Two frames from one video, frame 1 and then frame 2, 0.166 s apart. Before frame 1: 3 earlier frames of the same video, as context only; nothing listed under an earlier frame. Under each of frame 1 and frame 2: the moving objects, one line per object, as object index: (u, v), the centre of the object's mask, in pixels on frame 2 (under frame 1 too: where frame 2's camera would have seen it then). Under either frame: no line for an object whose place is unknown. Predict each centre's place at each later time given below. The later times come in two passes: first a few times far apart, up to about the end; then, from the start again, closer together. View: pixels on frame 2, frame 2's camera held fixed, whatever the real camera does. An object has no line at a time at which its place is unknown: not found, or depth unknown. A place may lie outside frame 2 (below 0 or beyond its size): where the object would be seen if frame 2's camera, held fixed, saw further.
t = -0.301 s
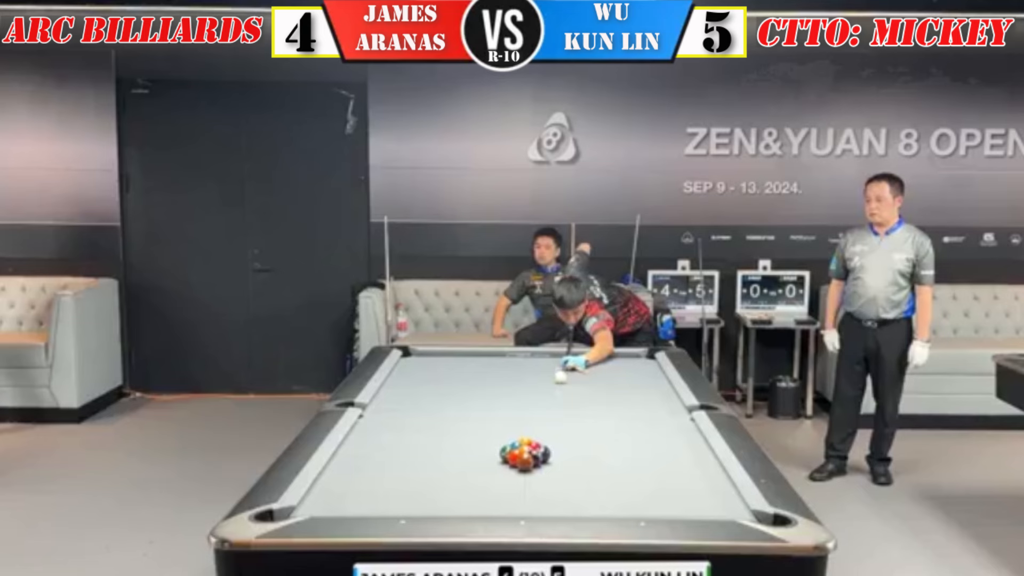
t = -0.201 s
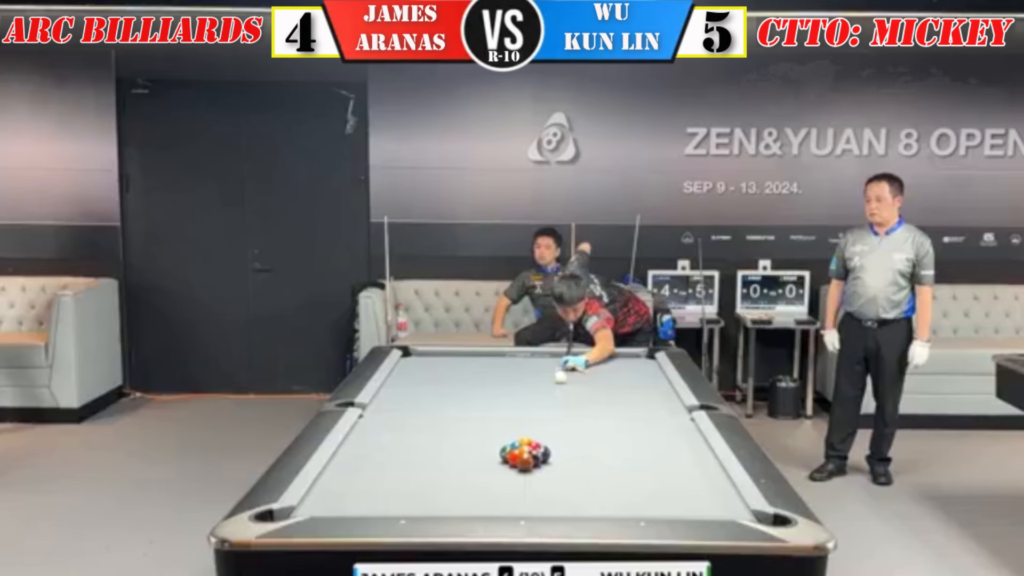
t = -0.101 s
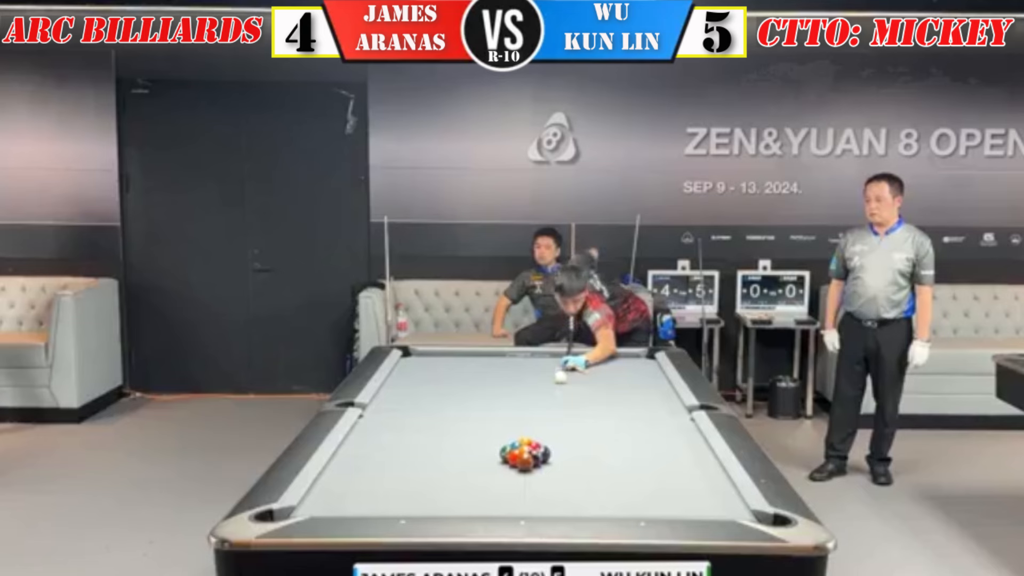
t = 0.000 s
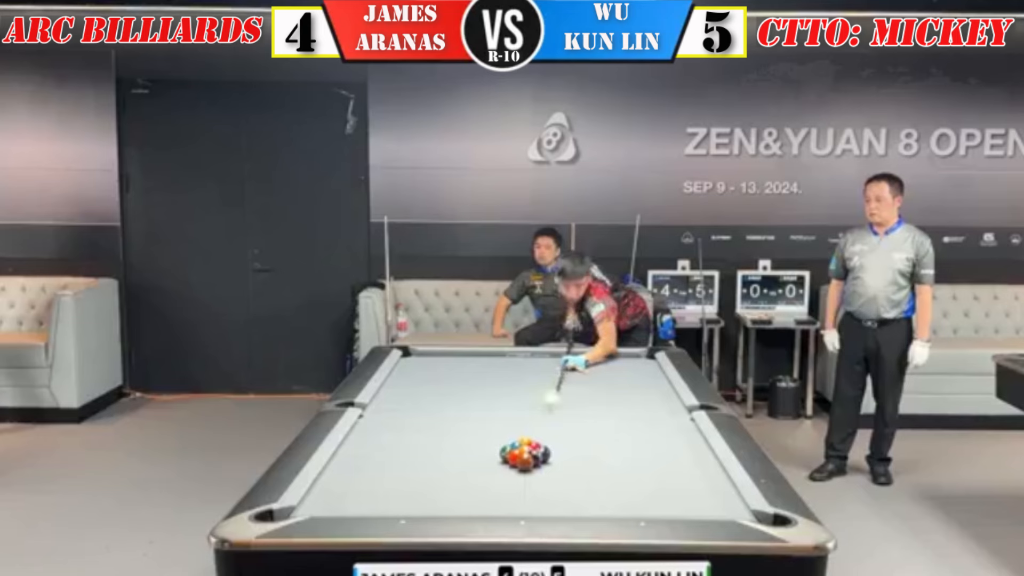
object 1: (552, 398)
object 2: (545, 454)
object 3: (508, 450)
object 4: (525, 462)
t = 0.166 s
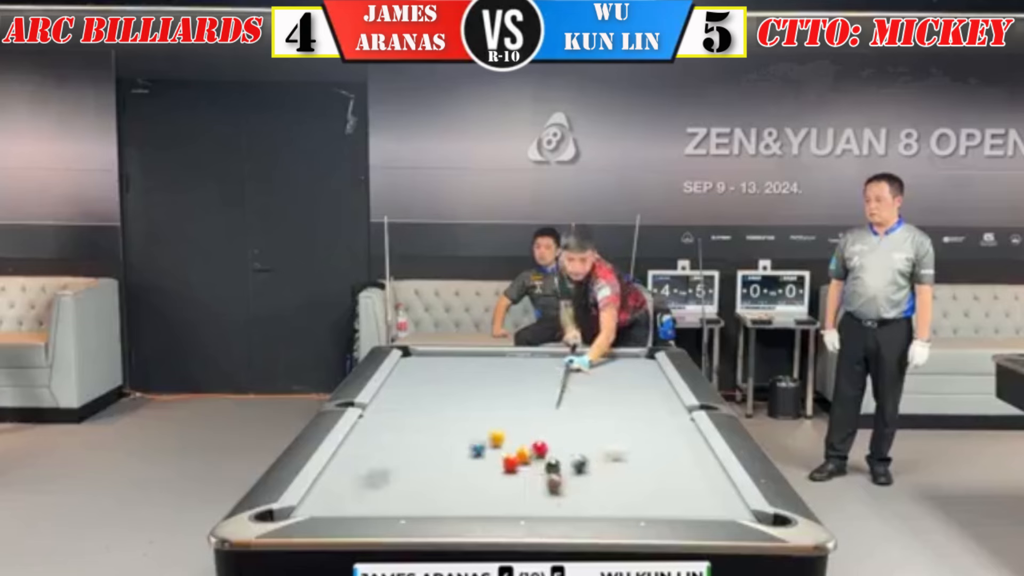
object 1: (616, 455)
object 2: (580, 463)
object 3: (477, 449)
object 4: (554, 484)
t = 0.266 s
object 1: (703, 460)
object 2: (617, 474)
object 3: (443, 445)
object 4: (587, 506)
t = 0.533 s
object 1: (575, 462)
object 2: (715, 501)
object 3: (365, 439)
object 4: (662, 499)
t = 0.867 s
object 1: (504, 444)
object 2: (688, 509)
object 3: (408, 429)
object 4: (697, 484)
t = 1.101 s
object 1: (470, 433)
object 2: (648, 504)
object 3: (448, 423)
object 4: (640, 473)
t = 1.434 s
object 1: (426, 420)
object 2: (594, 493)
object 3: (501, 415)
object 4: (568, 457)
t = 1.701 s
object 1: (396, 410)
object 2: (556, 486)
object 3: (538, 409)
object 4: (518, 446)
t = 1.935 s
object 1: (379, 403)
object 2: (525, 480)
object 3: (569, 405)
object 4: (479, 437)
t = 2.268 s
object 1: (402, 396)
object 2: (505, 471)
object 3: (609, 398)
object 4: (427, 426)
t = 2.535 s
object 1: (418, 392)
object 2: (492, 466)
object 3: (638, 393)
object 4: (390, 419)
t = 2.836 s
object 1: (435, 387)
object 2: (479, 460)
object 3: (667, 390)
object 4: (379, 411)
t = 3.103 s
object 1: (448, 383)
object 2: (469, 453)
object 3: (651, 386)
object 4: (397, 408)
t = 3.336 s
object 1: (459, 379)
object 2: (461, 452)
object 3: (639, 384)
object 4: (412, 405)
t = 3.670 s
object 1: (472, 376)
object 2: (452, 448)
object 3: (623, 381)
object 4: (431, 402)
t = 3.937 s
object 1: (481, 373)
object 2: (446, 446)
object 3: (611, 379)
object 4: (444, 399)
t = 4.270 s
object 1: (492, 370)
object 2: (440, 443)
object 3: (599, 377)
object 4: (460, 397)
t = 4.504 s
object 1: (498, 368)
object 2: (437, 442)
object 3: (592, 376)
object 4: (469, 395)
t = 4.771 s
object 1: (505, 366)
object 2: (434, 440)
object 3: (584, 375)
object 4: (478, 393)
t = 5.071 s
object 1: (512, 364)
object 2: (432, 439)
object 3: (577, 374)
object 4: (487, 392)
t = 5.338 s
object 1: (517, 362)
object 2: (431, 439)
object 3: (571, 373)
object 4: (494, 391)
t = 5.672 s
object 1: (523, 361)
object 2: (430, 439)
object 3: (566, 372)
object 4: (502, 390)
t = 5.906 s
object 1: (525, 360)
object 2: (430, 439)
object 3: (564, 372)
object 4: (505, 390)
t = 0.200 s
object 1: (646, 455)
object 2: (593, 468)
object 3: (465, 448)
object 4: (566, 493)
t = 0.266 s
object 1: (703, 460)
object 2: (617, 474)
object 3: (443, 445)
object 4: (587, 506)
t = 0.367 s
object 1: (662, 461)
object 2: (653, 485)
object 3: (413, 444)
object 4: (606, 504)
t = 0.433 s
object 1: (625, 462)
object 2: (676, 490)
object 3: (393, 442)
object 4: (618, 498)
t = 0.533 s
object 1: (575, 462)
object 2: (715, 501)
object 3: (365, 439)
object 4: (662, 499)
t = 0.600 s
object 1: (543, 459)
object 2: (738, 506)
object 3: (356, 438)
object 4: (689, 498)
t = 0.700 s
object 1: (530, 452)
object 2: (720, 511)
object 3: (376, 435)
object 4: (725, 497)
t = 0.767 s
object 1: (521, 448)
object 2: (708, 510)
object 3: (390, 433)
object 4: (729, 493)
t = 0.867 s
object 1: (504, 444)
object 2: (688, 509)
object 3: (408, 429)
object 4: (697, 484)
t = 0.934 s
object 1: (494, 441)
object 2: (677, 508)
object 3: (419, 428)
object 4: (679, 482)
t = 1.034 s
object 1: (479, 436)
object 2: (660, 505)
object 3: (436, 425)
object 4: (655, 477)
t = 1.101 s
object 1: (470, 433)
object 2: (648, 504)
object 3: (448, 423)
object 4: (640, 473)
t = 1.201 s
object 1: (456, 429)
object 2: (631, 501)
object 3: (467, 420)
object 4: (617, 468)
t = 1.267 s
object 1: (448, 426)
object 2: (621, 499)
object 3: (476, 419)
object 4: (603, 466)
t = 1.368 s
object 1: (434, 422)
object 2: (604, 496)
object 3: (490, 417)
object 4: (581, 461)
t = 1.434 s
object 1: (426, 420)
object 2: (594, 493)
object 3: (501, 415)
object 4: (568, 457)
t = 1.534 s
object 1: (414, 416)
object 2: (580, 490)
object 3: (515, 413)
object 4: (548, 453)
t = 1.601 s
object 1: (408, 413)
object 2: (570, 489)
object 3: (524, 412)
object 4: (536, 450)
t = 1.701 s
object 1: (396, 410)
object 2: (556, 486)
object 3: (538, 409)
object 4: (518, 446)
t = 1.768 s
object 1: (389, 408)
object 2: (547, 484)
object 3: (547, 407)
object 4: (506, 443)
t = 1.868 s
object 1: (379, 405)
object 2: (534, 481)
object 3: (560, 407)
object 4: (489, 440)
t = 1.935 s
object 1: (379, 403)
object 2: (525, 480)
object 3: (569, 405)
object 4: (479, 437)
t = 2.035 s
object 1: (386, 401)
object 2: (518, 477)
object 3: (581, 403)
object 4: (462, 434)
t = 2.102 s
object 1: (390, 400)
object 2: (514, 475)
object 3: (589, 402)
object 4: (452, 431)
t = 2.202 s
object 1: (398, 398)
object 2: (508, 473)
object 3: (601, 399)
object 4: (437, 428)
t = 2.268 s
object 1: (402, 396)
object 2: (505, 471)
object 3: (609, 398)
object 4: (427, 426)
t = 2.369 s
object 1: (408, 394)
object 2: (500, 469)
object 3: (620, 397)
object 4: (413, 424)
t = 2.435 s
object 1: (413, 393)
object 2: (497, 468)
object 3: (628, 395)
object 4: (403, 421)
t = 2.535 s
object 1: (418, 392)
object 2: (492, 466)
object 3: (638, 393)
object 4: (390, 419)
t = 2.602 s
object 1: (422, 390)
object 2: (489, 464)
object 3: (645, 393)
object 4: (381, 416)
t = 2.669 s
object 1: (426, 389)
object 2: (486, 463)
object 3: (652, 392)
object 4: (373, 414)
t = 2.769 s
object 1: (432, 388)
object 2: (482, 461)
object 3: (661, 391)
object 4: (374, 412)
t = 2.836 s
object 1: (435, 387)
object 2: (479, 460)
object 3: (667, 390)
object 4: (379, 411)
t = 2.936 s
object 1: (440, 385)
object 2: (476, 457)
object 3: (661, 389)
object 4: (386, 410)
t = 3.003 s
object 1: (443, 384)
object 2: (473, 455)
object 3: (657, 388)
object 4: (391, 409)
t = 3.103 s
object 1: (448, 383)
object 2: (469, 453)
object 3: (651, 386)
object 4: (397, 408)
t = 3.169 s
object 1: (451, 382)
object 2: (467, 452)
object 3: (648, 386)
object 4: (402, 407)
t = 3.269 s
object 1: (456, 381)
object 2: (463, 452)
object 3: (643, 386)
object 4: (408, 406)
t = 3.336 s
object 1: (459, 379)
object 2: (461, 452)
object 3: (639, 384)
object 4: (412, 405)
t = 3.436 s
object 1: (463, 378)
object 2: (458, 451)
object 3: (633, 383)
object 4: (418, 404)
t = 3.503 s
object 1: (466, 378)
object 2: (456, 450)
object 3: (630, 383)
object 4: (422, 403)
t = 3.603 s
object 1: (469, 376)
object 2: (454, 449)
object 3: (626, 382)
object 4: (428, 402)
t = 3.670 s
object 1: (472, 376)
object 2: (452, 448)
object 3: (623, 381)
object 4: (431, 402)
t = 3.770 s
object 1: (475, 374)
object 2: (450, 447)
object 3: (618, 381)
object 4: (437, 401)
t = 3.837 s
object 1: (478, 374)
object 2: (448, 447)
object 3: (616, 381)
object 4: (440, 400)
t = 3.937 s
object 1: (481, 373)
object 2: (446, 446)
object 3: (611, 379)
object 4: (444, 399)
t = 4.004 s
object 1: (484, 372)
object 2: (444, 445)
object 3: (608, 379)
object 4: (448, 399)
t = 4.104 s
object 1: (487, 372)
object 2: (443, 445)
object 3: (605, 378)
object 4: (452, 398)
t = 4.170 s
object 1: (489, 371)
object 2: (441, 444)
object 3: (602, 378)
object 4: (455, 398)
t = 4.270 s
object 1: (492, 370)
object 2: (440, 443)
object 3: (599, 377)
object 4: (460, 397)
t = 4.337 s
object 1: (494, 370)
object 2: (439, 443)
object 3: (597, 377)
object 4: (463, 396)
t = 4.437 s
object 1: (496, 369)
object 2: (437, 442)
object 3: (594, 376)
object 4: (466, 395)
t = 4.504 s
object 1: (498, 368)
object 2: (437, 442)
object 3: (592, 376)
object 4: (469, 395)
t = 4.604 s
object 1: (501, 367)
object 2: (436, 441)
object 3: (589, 376)
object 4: (472, 395)
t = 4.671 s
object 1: (503, 367)
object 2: (435, 441)
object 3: (587, 375)
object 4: (475, 394)
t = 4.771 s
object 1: (505, 366)
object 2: (434, 440)
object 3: (584, 375)
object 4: (478, 393)
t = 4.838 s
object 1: (507, 365)
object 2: (433, 440)
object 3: (582, 375)
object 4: (480, 393)
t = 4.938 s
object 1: (510, 365)
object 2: (433, 440)
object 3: (580, 374)
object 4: (484, 393)
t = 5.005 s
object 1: (510, 365)
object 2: (433, 439)
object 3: (578, 374)
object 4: (486, 392)
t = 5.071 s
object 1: (512, 364)
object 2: (432, 439)
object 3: (577, 374)
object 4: (487, 392)
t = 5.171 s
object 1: (514, 363)
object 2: (431, 439)
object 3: (575, 374)
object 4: (491, 391)
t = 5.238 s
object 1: (515, 363)
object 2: (431, 439)
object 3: (573, 373)
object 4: (492, 391)
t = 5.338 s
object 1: (517, 362)
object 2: (431, 439)
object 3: (571, 373)
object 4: (494, 391)
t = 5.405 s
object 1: (518, 362)
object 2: (431, 439)
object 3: (571, 373)
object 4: (496, 391)
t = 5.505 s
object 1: (520, 361)
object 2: (430, 439)
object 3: (569, 373)
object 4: (498, 390)
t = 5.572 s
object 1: (521, 361)
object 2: (430, 439)
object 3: (568, 373)
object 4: (500, 390)
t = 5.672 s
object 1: (523, 361)
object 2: (430, 439)
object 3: (566, 372)
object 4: (502, 390)
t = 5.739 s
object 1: (523, 360)
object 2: (430, 439)
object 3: (566, 372)
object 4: (503, 390)
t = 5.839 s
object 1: (525, 360)
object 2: (431, 439)
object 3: (565, 372)
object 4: (505, 390)
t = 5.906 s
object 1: (525, 360)
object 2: (430, 439)
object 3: (564, 372)
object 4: (505, 390)
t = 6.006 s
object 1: (527, 360)
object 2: (430, 439)
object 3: (563, 372)
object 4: (507, 390)
